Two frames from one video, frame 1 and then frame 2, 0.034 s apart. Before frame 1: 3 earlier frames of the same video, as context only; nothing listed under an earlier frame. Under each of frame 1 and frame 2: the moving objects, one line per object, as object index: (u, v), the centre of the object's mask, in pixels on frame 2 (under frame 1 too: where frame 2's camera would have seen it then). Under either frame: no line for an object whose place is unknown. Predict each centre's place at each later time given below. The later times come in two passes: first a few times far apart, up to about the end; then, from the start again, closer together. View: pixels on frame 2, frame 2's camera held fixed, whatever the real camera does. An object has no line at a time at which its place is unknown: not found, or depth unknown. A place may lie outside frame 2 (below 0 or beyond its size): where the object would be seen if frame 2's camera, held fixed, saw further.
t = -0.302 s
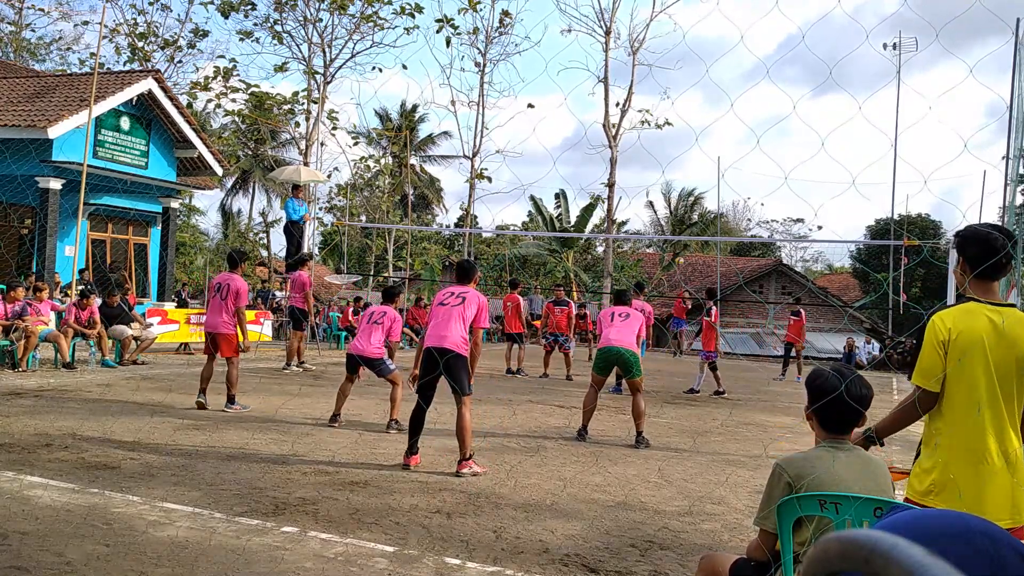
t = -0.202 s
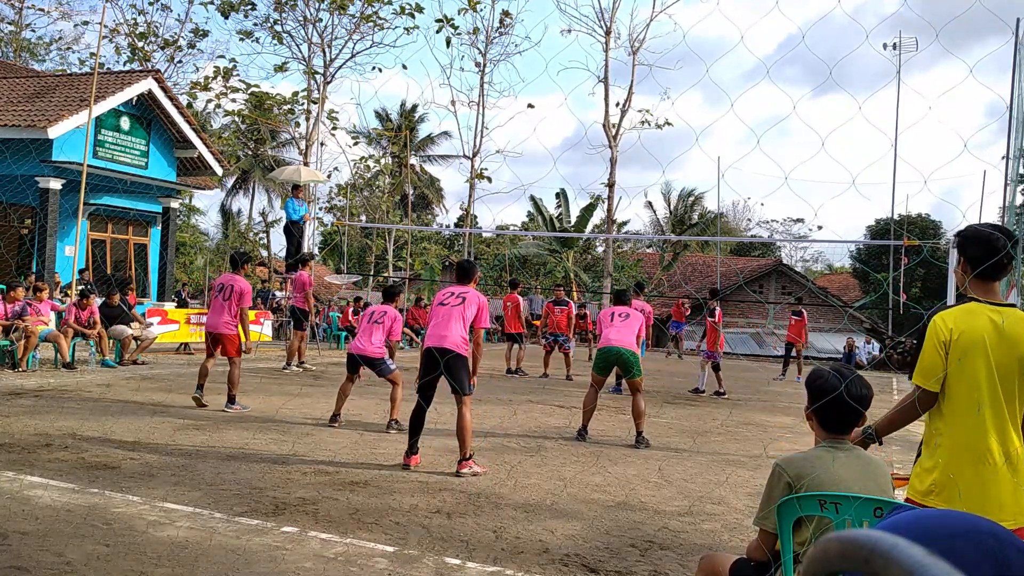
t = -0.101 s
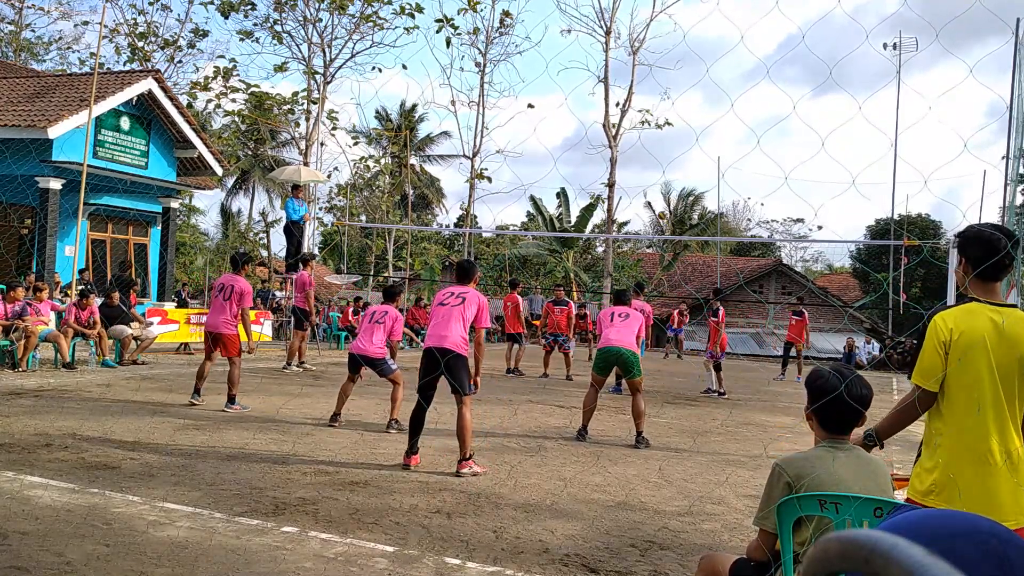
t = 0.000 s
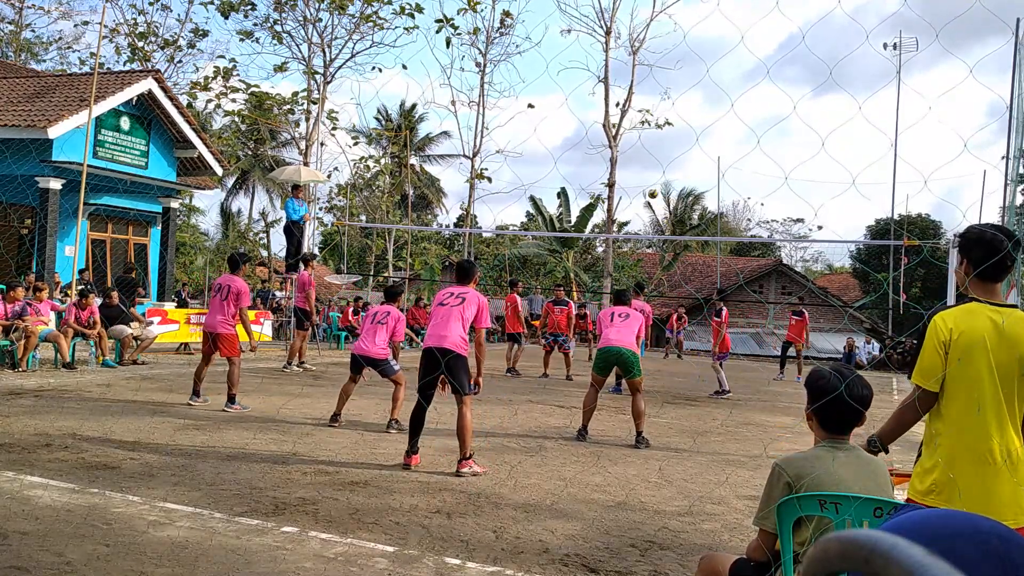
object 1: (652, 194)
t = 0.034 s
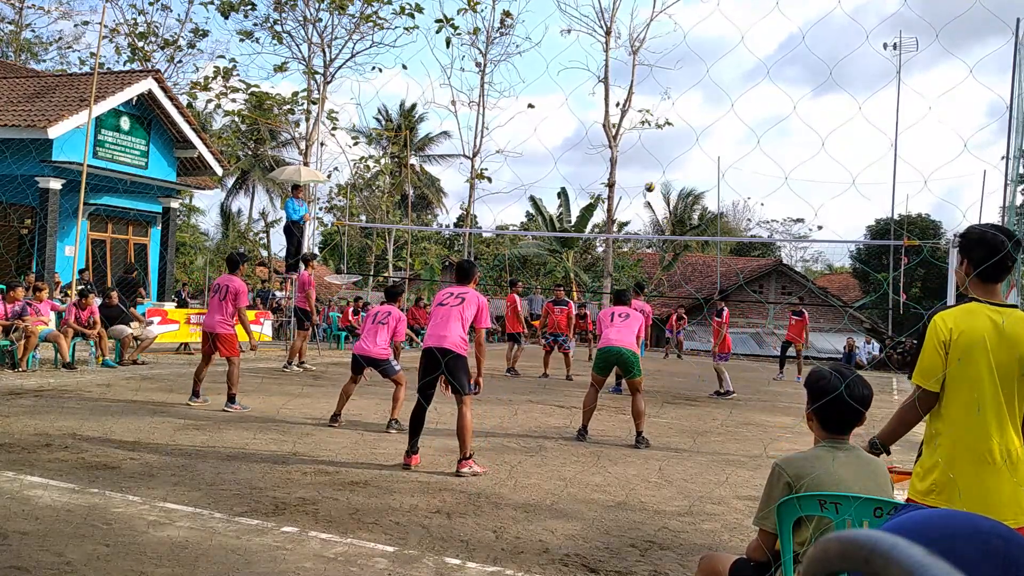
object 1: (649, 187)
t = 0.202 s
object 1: (631, 157)
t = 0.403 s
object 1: (603, 131)
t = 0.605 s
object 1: (555, 120)
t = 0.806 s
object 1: (477, 143)
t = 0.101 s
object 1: (643, 175)
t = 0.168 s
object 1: (635, 163)
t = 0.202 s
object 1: (631, 157)
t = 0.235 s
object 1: (628, 152)
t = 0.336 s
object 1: (613, 139)
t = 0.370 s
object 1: (608, 134)
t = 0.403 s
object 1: (603, 131)
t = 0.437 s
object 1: (596, 127)
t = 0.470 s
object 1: (589, 125)
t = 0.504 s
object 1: (582, 123)
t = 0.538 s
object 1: (574, 121)
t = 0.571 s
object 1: (565, 120)
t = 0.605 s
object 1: (555, 120)
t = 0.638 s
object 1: (545, 121)
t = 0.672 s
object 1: (534, 123)
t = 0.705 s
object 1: (521, 126)
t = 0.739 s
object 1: (508, 130)
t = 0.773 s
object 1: (493, 136)
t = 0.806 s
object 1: (477, 143)
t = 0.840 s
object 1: (458, 151)
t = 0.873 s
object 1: (437, 163)
